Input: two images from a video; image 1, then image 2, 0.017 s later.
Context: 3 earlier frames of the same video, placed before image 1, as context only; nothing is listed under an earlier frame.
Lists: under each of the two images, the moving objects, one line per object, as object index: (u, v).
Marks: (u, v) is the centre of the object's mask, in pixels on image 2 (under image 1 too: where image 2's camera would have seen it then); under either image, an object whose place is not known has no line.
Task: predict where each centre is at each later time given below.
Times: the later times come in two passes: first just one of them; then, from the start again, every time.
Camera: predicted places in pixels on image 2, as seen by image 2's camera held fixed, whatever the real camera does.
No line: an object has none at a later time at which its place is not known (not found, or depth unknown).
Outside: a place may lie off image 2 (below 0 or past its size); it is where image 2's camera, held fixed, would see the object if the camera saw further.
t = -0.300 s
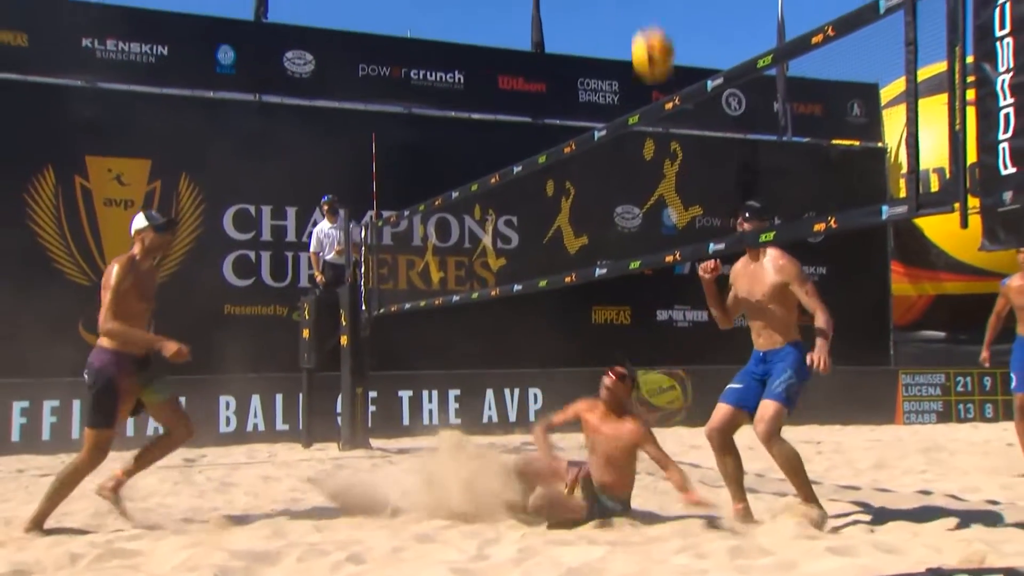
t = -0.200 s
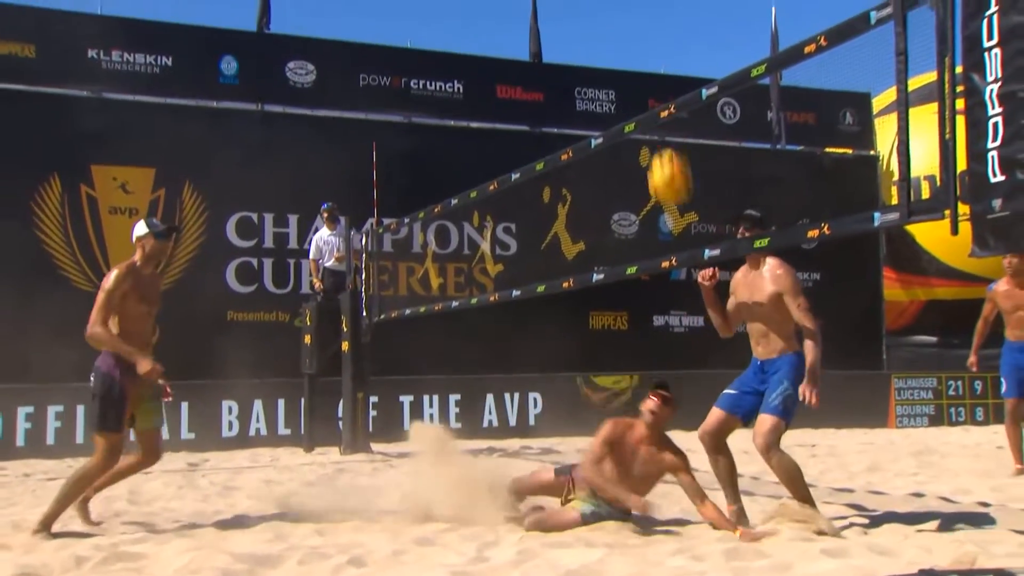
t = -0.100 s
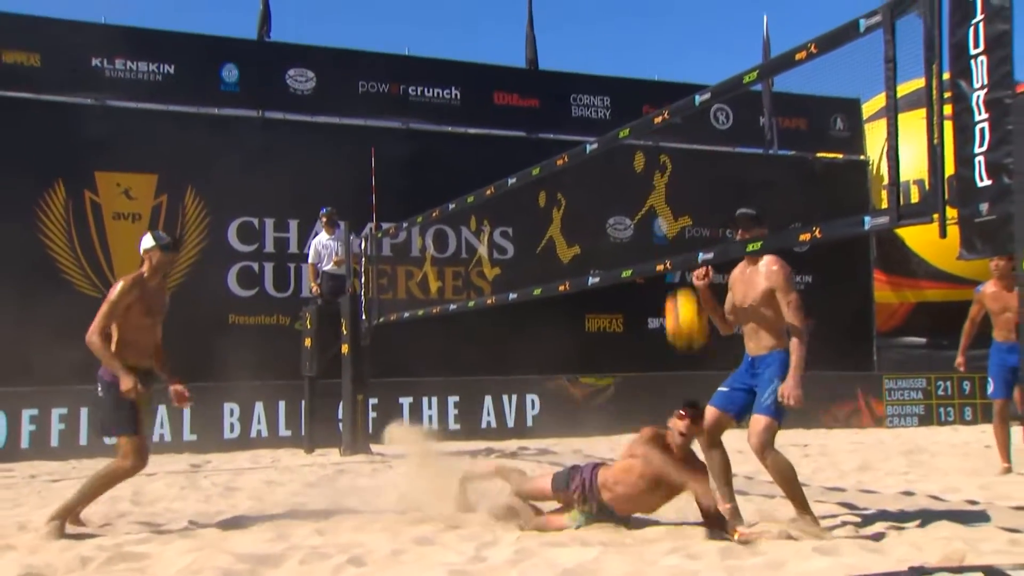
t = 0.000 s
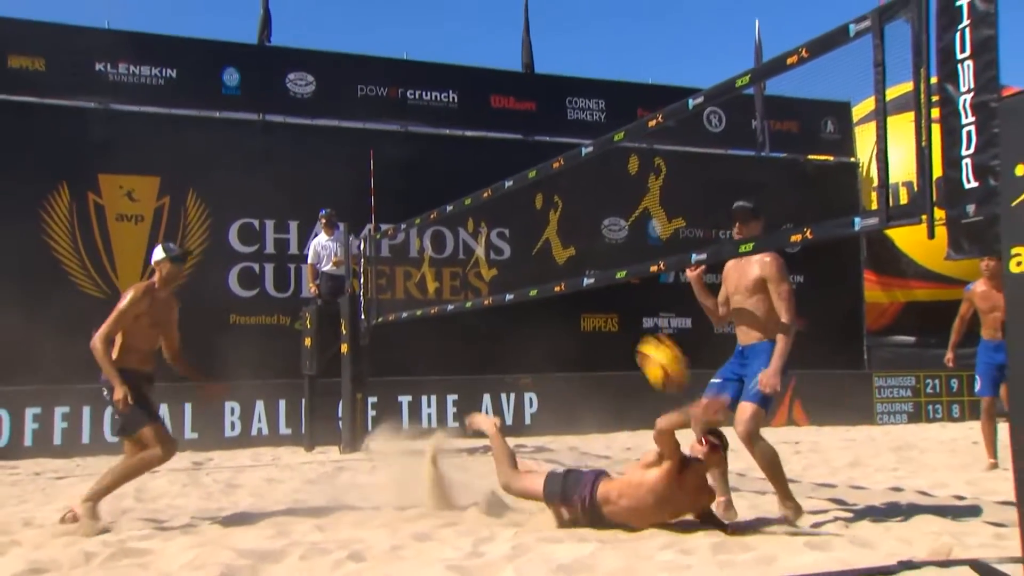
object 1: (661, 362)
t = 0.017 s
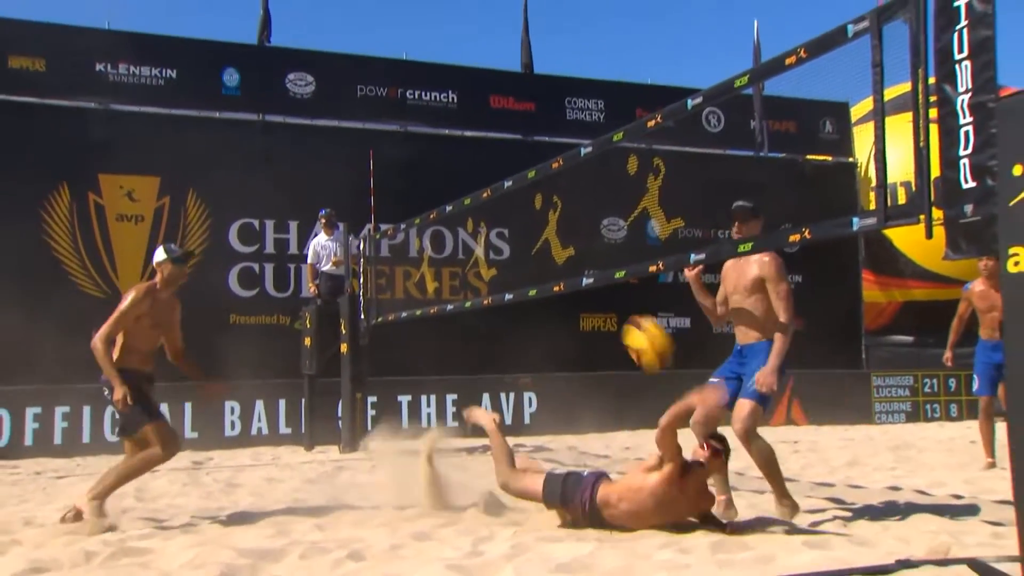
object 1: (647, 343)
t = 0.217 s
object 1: (493, 161)
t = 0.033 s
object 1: (634, 324)
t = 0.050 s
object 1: (621, 305)
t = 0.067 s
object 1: (609, 288)
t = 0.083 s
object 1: (595, 271)
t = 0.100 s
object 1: (583, 253)
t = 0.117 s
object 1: (569, 239)
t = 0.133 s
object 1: (555, 223)
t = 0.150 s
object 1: (543, 209)
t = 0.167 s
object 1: (530, 196)
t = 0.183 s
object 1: (519, 183)
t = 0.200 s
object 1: (506, 171)
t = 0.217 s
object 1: (493, 161)
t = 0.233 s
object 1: (480, 151)
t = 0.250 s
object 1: (469, 140)
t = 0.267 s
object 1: (457, 130)
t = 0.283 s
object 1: (444, 121)
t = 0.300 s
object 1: (432, 112)
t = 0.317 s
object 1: (421, 105)
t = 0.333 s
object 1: (408, 98)
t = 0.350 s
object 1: (397, 91)
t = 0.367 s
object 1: (386, 86)
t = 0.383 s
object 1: (374, 81)
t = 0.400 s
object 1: (362, 74)
